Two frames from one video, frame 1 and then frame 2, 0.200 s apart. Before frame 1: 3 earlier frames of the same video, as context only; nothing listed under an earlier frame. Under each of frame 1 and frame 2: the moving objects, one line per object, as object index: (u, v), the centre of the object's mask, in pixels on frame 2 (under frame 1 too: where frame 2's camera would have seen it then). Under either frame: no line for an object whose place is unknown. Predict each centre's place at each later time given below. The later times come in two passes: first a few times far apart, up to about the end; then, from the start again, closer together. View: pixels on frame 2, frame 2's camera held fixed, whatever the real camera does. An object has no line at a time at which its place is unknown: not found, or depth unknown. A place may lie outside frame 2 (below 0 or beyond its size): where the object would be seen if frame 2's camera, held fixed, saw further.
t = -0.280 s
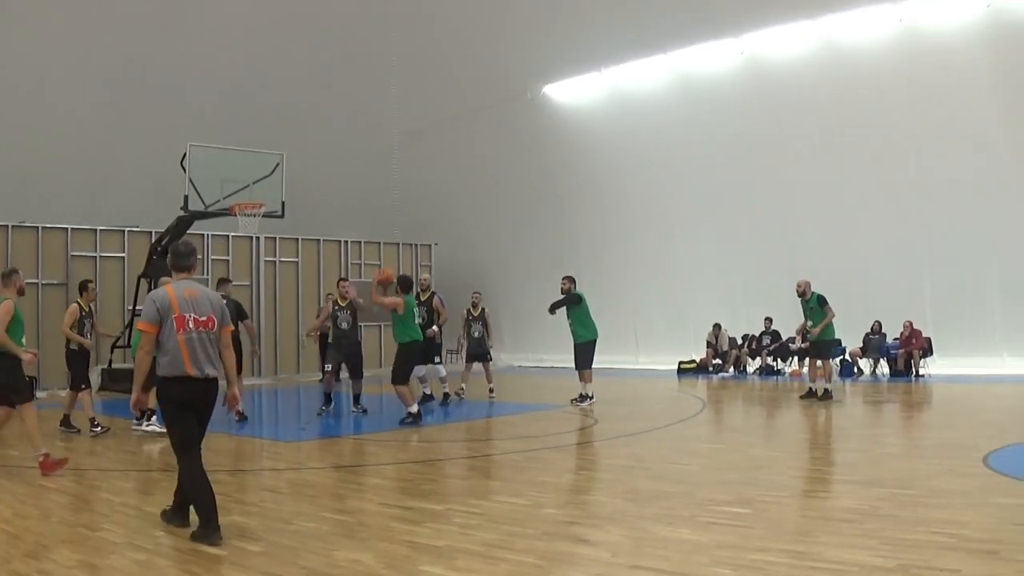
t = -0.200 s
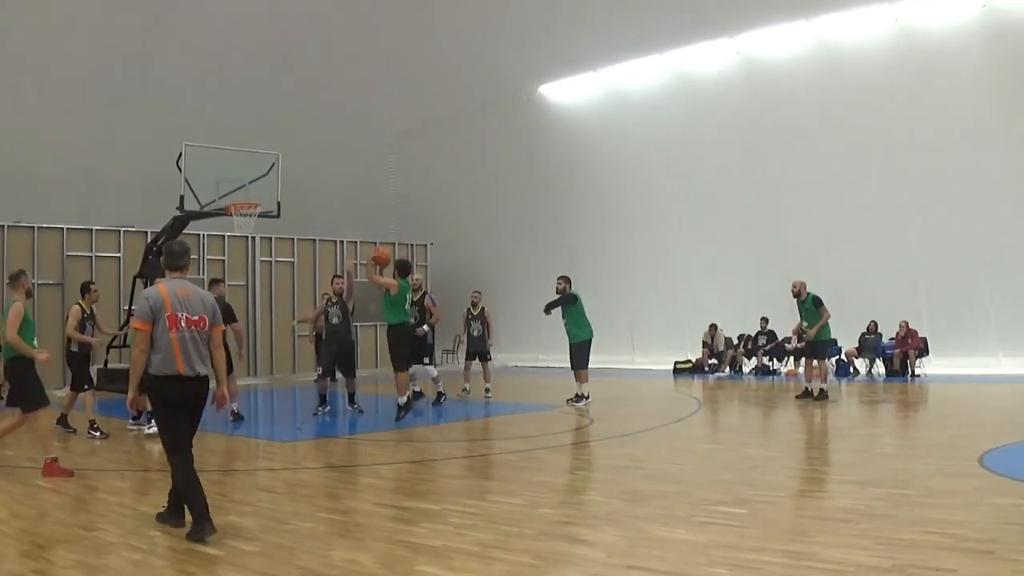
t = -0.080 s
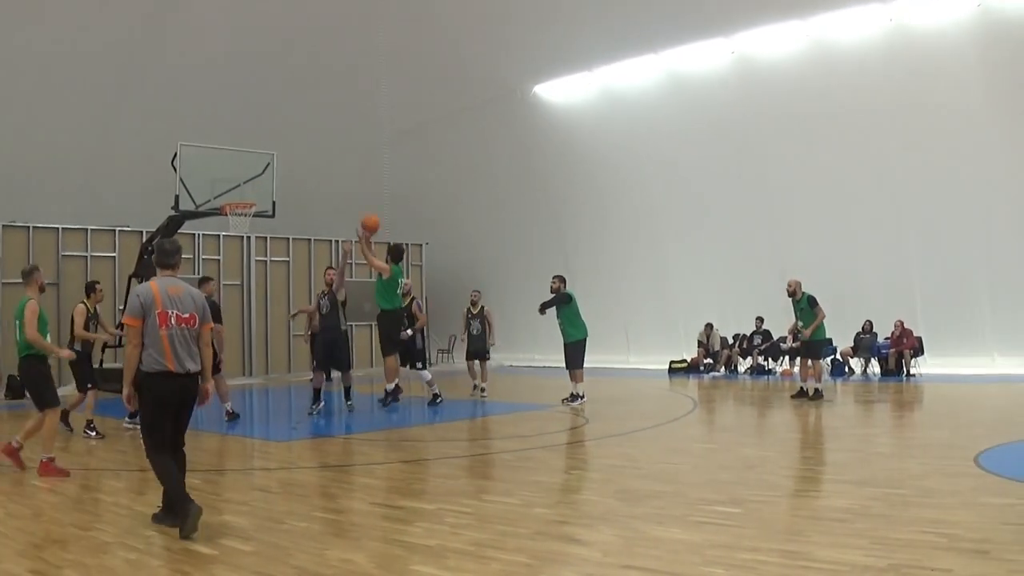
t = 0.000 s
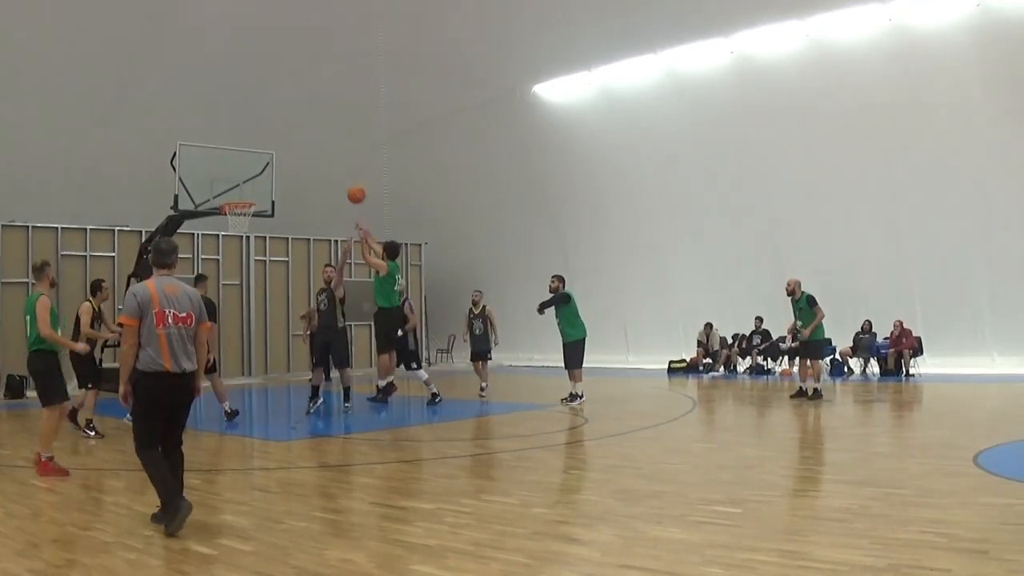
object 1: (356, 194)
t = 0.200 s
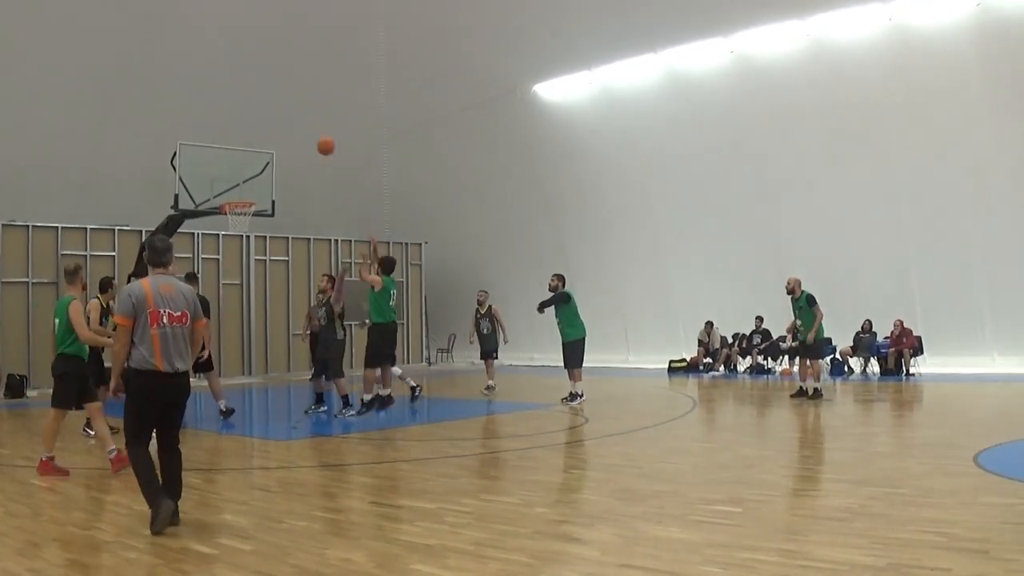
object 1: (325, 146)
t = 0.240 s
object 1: (320, 140)
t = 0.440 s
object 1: (293, 129)
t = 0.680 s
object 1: (265, 151)
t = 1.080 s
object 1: (237, 252)
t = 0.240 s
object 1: (320, 140)
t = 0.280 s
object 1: (314, 136)
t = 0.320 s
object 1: (309, 133)
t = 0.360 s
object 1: (304, 130)
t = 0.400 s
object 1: (298, 129)
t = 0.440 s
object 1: (293, 129)
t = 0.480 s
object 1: (289, 130)
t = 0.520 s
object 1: (284, 132)
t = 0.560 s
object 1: (278, 136)
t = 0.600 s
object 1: (274, 140)
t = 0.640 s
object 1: (269, 145)
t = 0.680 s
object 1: (265, 151)
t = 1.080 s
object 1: (237, 252)
